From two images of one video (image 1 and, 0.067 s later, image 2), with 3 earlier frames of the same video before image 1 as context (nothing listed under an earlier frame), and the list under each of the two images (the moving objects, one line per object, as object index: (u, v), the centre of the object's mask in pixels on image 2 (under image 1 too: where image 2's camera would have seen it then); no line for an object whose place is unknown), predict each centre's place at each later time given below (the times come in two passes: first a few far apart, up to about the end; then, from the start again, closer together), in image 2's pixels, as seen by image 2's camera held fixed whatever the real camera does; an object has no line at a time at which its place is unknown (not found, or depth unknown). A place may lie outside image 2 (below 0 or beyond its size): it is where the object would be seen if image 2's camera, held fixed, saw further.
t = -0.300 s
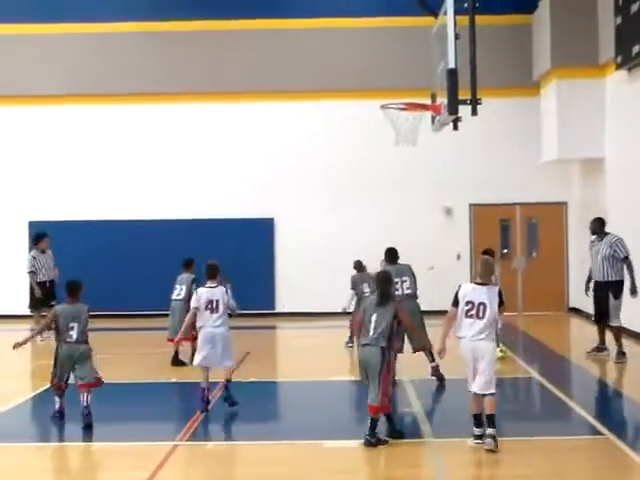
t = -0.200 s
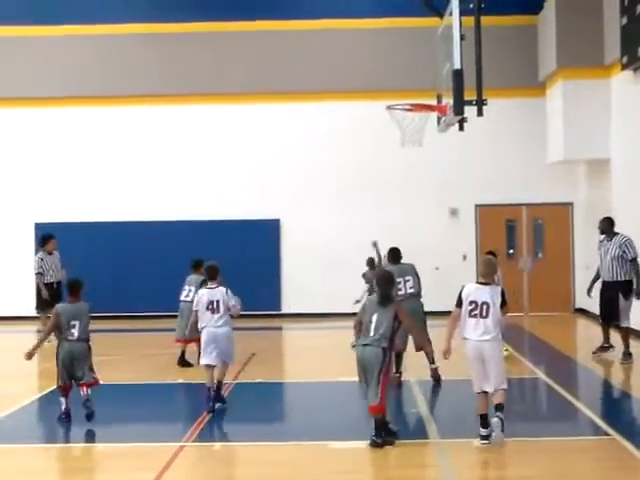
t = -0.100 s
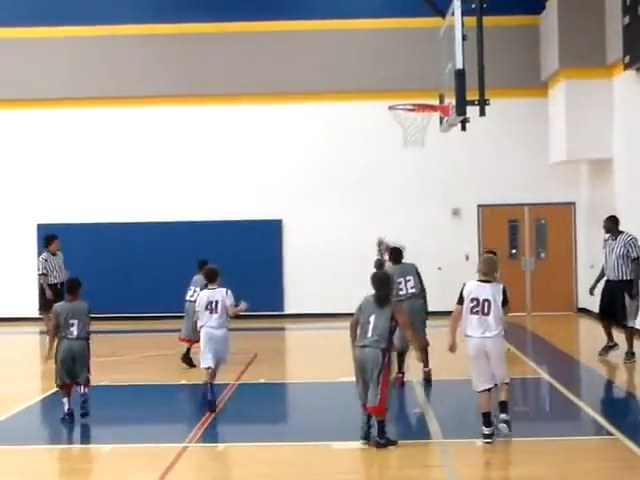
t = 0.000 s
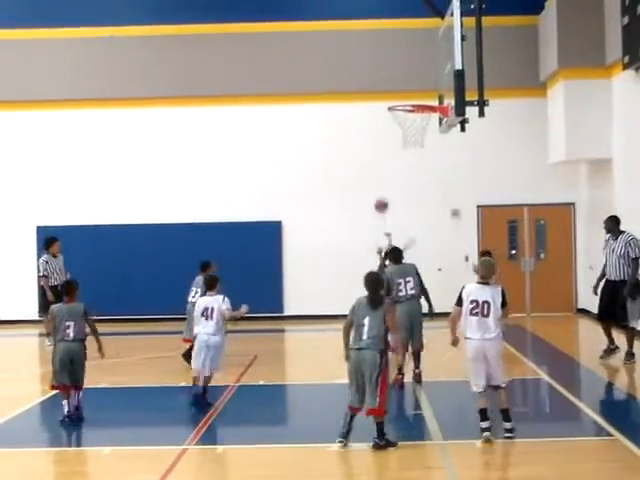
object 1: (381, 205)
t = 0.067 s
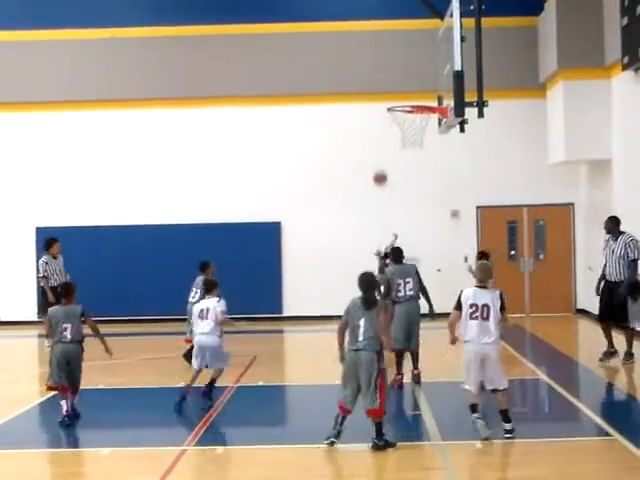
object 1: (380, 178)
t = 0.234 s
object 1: (379, 116)
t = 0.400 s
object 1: (379, 64)
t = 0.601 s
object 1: (380, 20)
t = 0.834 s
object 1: (382, 5)
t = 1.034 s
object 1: (385, 21)
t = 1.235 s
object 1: (390, 83)
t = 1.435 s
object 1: (406, 71)
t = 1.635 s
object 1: (429, 67)
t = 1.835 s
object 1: (429, 92)
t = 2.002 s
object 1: (411, 138)
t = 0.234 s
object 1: (379, 116)
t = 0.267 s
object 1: (380, 103)
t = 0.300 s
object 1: (380, 93)
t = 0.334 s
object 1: (380, 82)
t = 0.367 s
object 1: (379, 73)
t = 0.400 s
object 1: (379, 64)
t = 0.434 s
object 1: (380, 55)
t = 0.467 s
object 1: (380, 47)
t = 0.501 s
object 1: (380, 39)
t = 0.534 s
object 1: (380, 33)
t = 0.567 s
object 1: (379, 26)
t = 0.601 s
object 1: (380, 20)
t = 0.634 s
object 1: (379, 15)
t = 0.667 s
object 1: (379, 11)
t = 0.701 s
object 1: (380, 9)
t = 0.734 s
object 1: (380, 7)
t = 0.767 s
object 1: (382, 5)
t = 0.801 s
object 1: (381, 5)
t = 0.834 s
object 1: (382, 5)
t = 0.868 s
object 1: (382, 5)
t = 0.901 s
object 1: (383, 5)
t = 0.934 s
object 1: (382, 7)
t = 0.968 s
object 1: (383, 11)
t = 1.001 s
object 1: (384, 16)
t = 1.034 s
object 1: (385, 21)
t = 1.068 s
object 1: (386, 29)
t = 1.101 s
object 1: (387, 38)
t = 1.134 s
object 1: (388, 47)
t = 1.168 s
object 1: (388, 58)
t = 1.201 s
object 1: (389, 70)
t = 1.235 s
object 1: (390, 83)
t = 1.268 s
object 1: (391, 97)
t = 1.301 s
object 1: (394, 94)
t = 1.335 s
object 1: (396, 86)
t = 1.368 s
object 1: (400, 80)
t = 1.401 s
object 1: (403, 75)
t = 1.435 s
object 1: (406, 71)
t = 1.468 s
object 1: (411, 68)
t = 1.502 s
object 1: (414, 64)
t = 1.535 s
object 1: (418, 63)
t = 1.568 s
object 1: (422, 63)
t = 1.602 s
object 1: (425, 64)
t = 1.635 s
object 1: (429, 67)
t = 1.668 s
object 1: (433, 70)
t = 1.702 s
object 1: (437, 76)
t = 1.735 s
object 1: (439, 80)
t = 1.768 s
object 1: (437, 83)
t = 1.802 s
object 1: (432, 86)
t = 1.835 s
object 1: (429, 92)
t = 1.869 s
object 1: (425, 100)
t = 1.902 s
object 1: (421, 107)
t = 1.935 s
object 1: (418, 116)
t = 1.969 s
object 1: (414, 127)
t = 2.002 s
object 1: (411, 138)
